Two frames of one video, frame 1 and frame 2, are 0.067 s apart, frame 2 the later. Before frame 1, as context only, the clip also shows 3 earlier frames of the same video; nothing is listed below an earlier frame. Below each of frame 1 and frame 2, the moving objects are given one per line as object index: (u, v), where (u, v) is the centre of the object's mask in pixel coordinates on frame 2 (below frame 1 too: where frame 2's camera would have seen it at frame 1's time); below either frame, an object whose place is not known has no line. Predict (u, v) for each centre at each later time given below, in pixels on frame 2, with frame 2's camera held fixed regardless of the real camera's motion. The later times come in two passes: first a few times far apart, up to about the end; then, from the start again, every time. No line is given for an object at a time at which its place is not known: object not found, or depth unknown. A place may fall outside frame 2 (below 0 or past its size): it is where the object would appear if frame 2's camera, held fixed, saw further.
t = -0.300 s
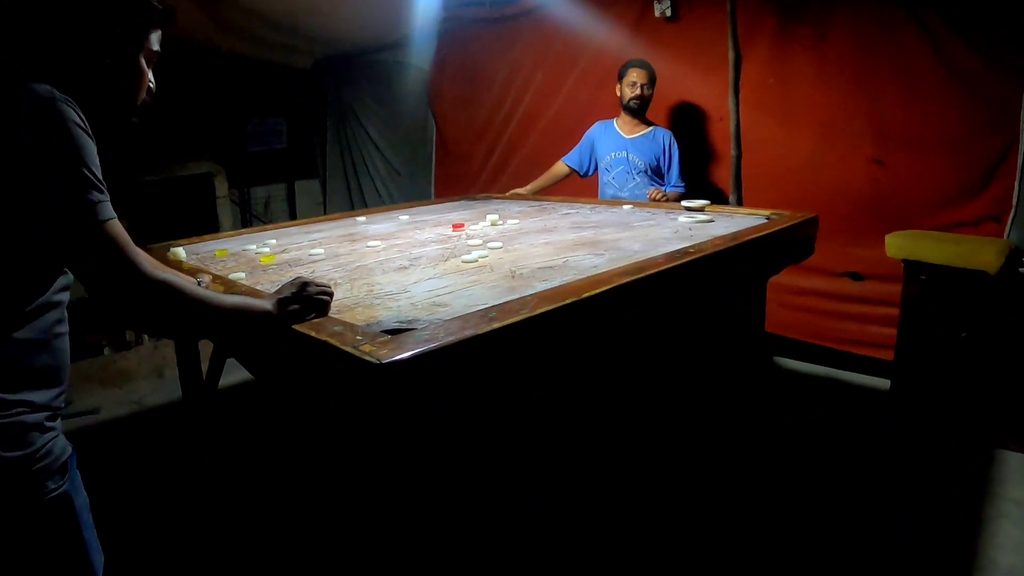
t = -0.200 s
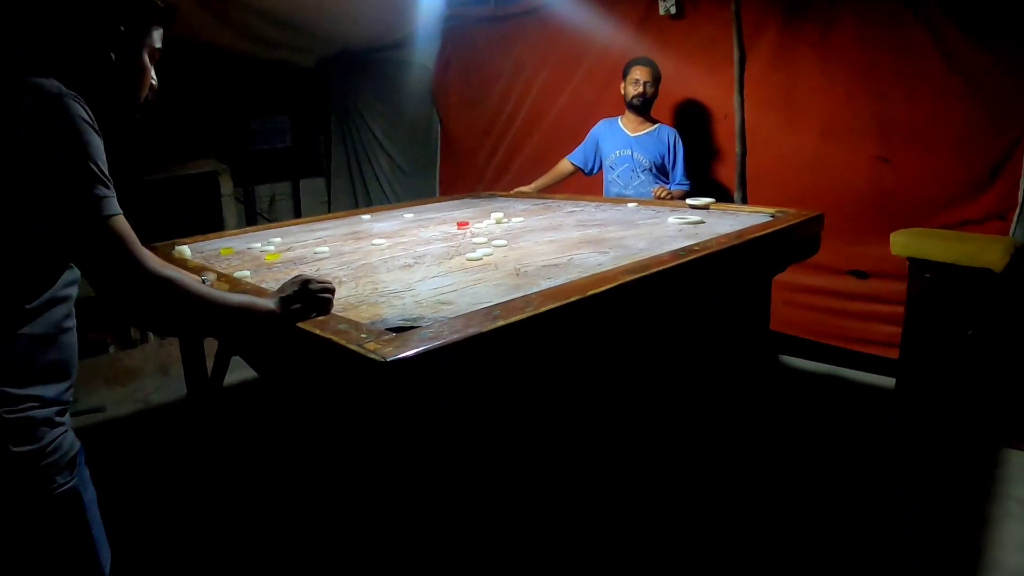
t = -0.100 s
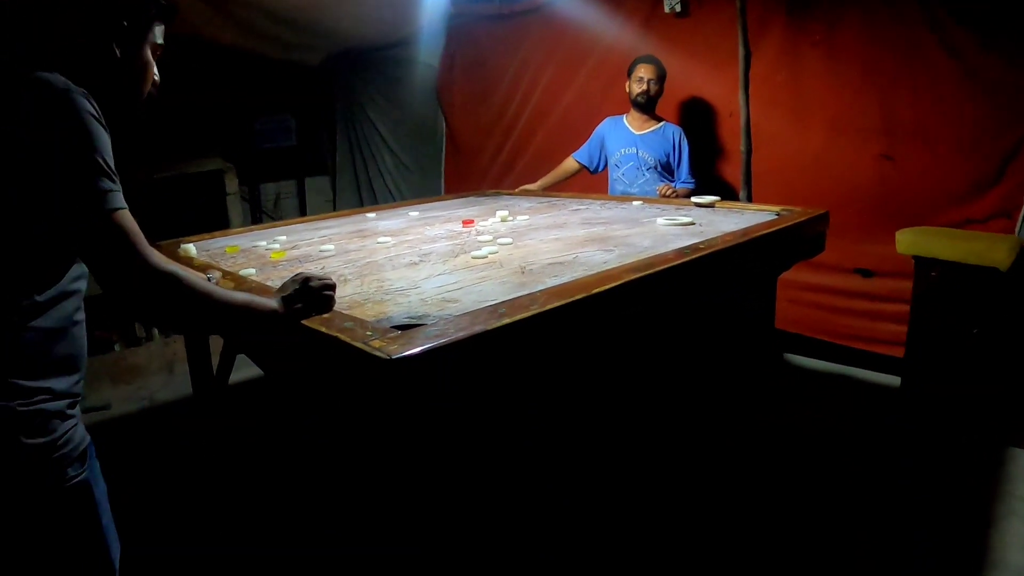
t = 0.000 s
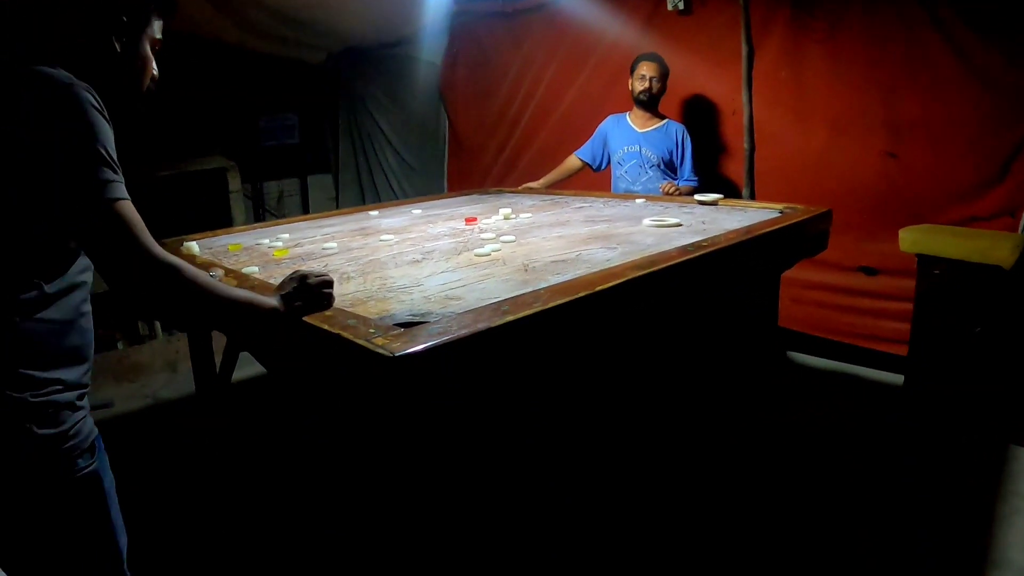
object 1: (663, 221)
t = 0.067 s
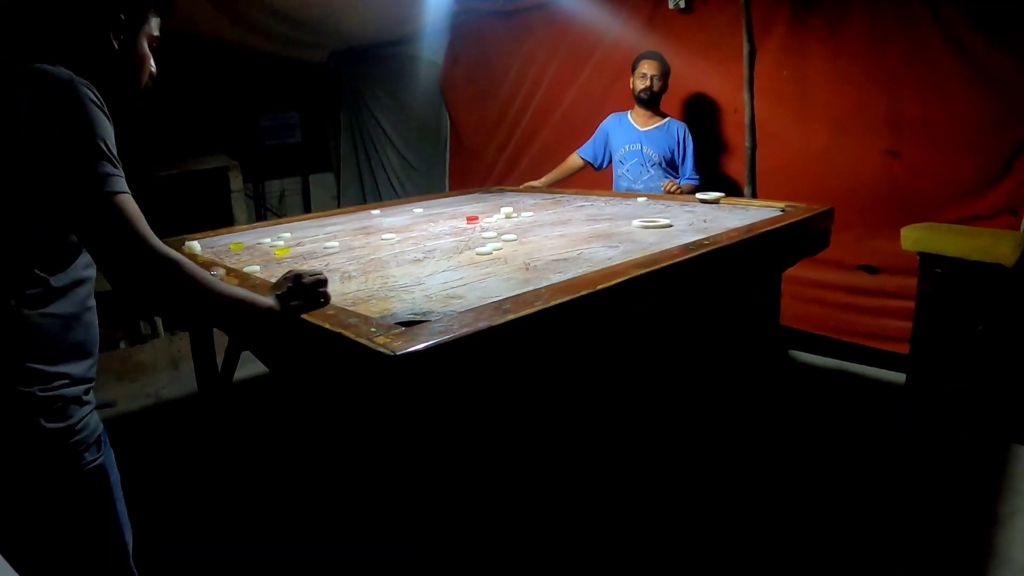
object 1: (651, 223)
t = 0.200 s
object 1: (628, 228)
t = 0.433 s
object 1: (580, 237)
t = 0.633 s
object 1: (535, 247)
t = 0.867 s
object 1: (480, 260)
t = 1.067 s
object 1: (433, 271)
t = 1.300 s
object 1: (374, 286)
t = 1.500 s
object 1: (350, 292)
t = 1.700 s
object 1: (389, 283)
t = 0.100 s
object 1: (646, 225)
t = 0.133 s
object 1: (640, 226)
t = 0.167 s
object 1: (634, 227)
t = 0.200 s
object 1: (628, 228)
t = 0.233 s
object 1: (621, 229)
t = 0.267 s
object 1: (615, 231)
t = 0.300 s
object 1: (608, 232)
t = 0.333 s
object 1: (601, 233)
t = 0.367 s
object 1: (594, 235)
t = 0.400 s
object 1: (587, 236)
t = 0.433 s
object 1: (580, 237)
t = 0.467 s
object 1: (572, 239)
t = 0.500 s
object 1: (565, 241)
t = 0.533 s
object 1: (557, 242)
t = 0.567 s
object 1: (550, 244)
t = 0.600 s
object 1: (542, 246)
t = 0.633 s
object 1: (535, 247)
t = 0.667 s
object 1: (526, 249)
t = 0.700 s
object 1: (519, 251)
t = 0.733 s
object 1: (511, 253)
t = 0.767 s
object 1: (503, 255)
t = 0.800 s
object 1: (495, 256)
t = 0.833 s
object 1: (488, 258)
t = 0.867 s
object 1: (480, 260)
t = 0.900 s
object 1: (473, 262)
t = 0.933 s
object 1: (465, 263)
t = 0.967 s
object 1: (457, 265)
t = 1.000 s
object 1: (449, 267)
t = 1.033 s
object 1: (442, 269)
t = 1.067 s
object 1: (433, 271)
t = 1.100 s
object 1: (425, 273)
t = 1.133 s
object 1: (417, 275)
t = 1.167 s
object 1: (409, 277)
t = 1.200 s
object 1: (400, 279)
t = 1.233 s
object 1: (392, 282)
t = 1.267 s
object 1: (383, 284)
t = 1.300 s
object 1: (374, 286)
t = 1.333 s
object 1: (366, 288)
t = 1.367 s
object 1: (358, 290)
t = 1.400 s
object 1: (350, 292)
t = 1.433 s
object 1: (344, 293)
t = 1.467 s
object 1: (344, 293)
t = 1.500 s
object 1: (350, 292)
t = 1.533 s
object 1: (356, 290)
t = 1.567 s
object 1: (363, 289)
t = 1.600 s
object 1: (370, 287)
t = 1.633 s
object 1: (377, 285)
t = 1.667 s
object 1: (383, 284)
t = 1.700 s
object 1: (389, 283)
